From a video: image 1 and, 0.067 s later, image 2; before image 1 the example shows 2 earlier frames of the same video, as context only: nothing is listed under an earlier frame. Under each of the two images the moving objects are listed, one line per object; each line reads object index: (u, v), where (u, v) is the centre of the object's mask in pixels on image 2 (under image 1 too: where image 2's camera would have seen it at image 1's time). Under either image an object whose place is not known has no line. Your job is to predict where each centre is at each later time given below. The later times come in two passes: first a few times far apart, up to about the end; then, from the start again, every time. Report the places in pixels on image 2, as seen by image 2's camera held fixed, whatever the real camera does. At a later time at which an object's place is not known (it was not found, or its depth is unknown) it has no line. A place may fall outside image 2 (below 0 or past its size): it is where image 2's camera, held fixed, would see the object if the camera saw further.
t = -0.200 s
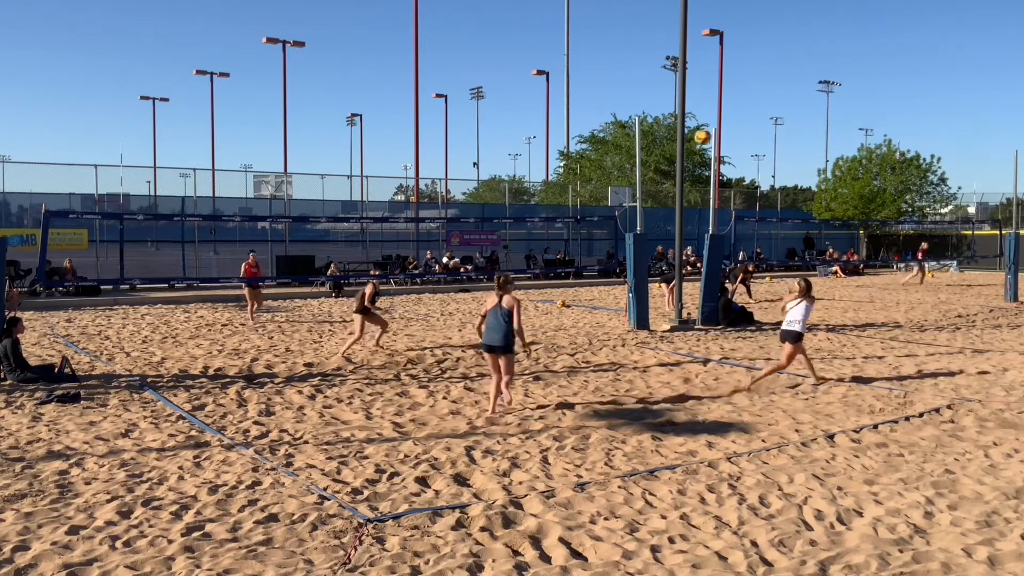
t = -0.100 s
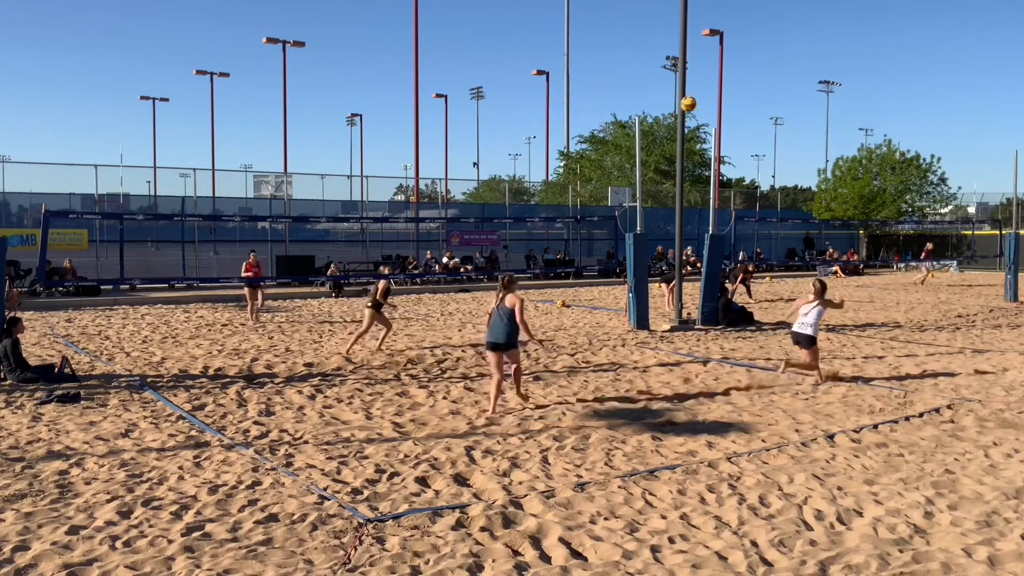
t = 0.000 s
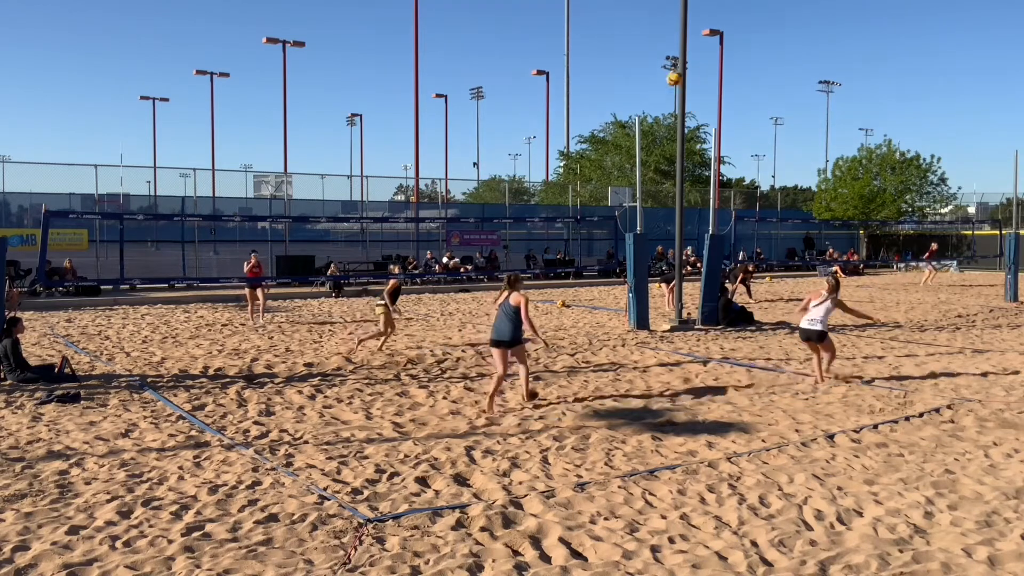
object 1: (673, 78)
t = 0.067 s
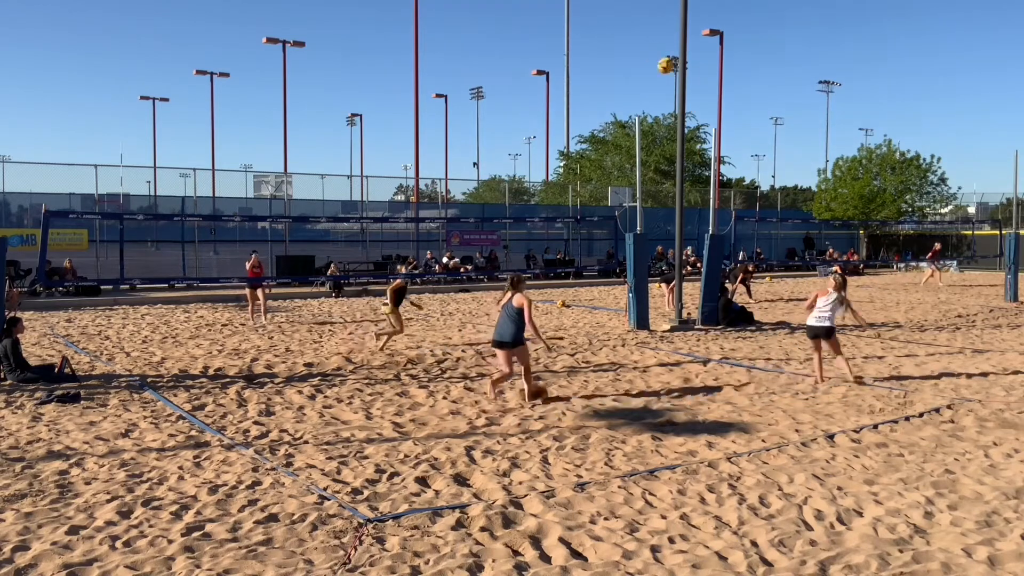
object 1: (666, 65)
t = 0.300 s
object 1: (636, 46)
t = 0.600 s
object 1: (599, 76)
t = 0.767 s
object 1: (581, 117)
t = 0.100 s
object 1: (661, 60)
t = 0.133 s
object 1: (657, 56)
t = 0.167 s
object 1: (653, 52)
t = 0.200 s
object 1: (648, 49)
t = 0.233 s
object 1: (644, 47)
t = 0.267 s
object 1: (640, 46)
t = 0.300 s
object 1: (636, 46)
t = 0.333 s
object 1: (631, 46)
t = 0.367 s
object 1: (627, 47)
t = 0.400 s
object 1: (623, 49)
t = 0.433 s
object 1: (619, 51)
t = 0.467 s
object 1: (615, 55)
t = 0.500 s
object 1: (611, 59)
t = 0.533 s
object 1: (607, 64)
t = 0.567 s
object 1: (603, 69)
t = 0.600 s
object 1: (599, 76)
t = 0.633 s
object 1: (596, 82)
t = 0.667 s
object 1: (592, 90)
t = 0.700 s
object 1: (588, 98)
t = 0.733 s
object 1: (584, 107)
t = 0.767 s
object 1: (581, 117)
